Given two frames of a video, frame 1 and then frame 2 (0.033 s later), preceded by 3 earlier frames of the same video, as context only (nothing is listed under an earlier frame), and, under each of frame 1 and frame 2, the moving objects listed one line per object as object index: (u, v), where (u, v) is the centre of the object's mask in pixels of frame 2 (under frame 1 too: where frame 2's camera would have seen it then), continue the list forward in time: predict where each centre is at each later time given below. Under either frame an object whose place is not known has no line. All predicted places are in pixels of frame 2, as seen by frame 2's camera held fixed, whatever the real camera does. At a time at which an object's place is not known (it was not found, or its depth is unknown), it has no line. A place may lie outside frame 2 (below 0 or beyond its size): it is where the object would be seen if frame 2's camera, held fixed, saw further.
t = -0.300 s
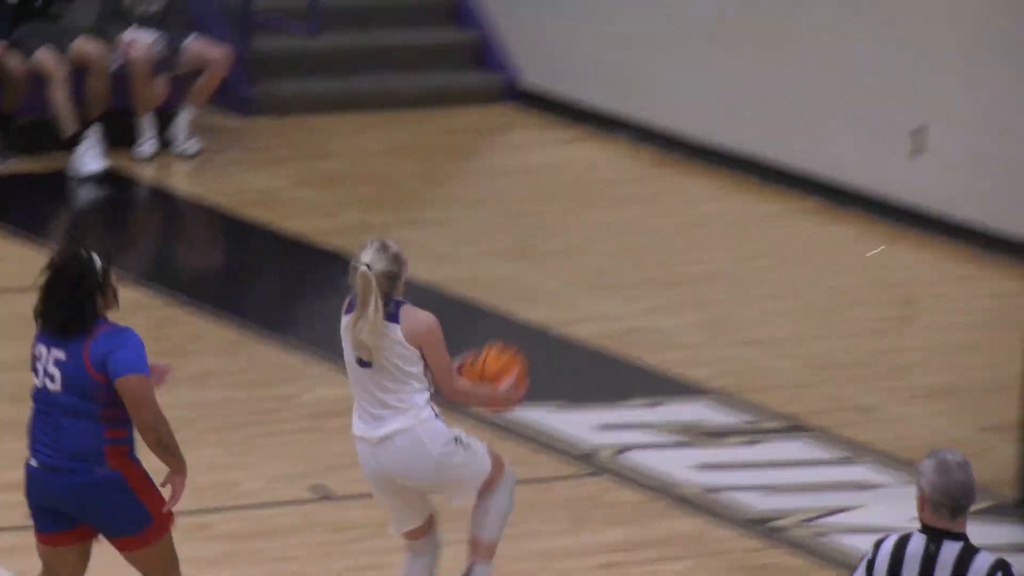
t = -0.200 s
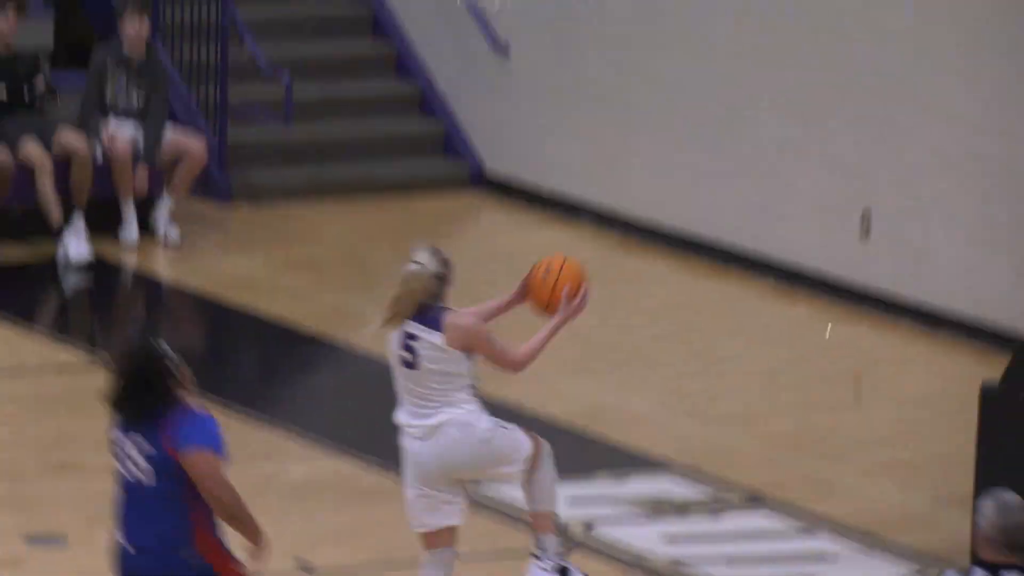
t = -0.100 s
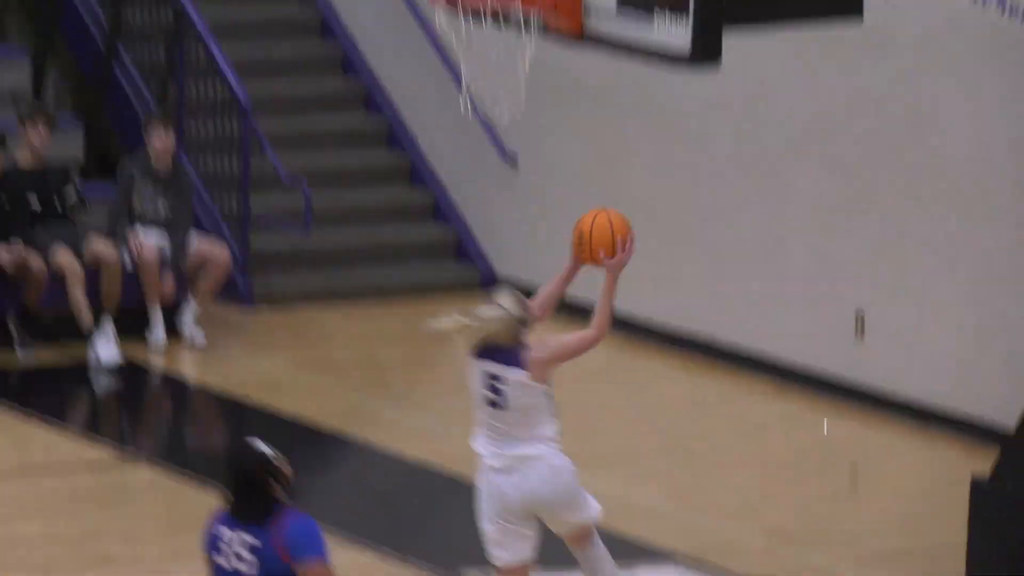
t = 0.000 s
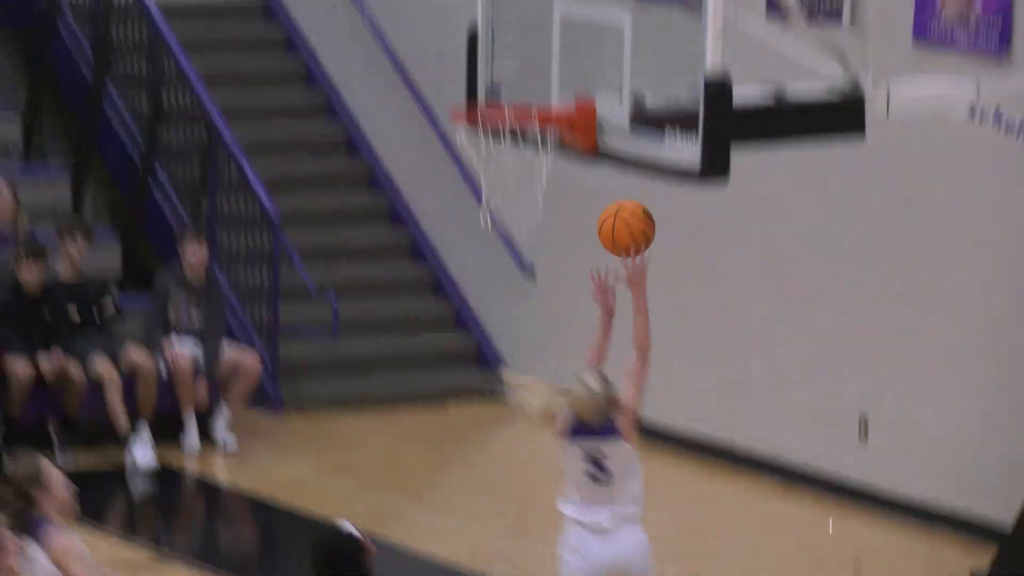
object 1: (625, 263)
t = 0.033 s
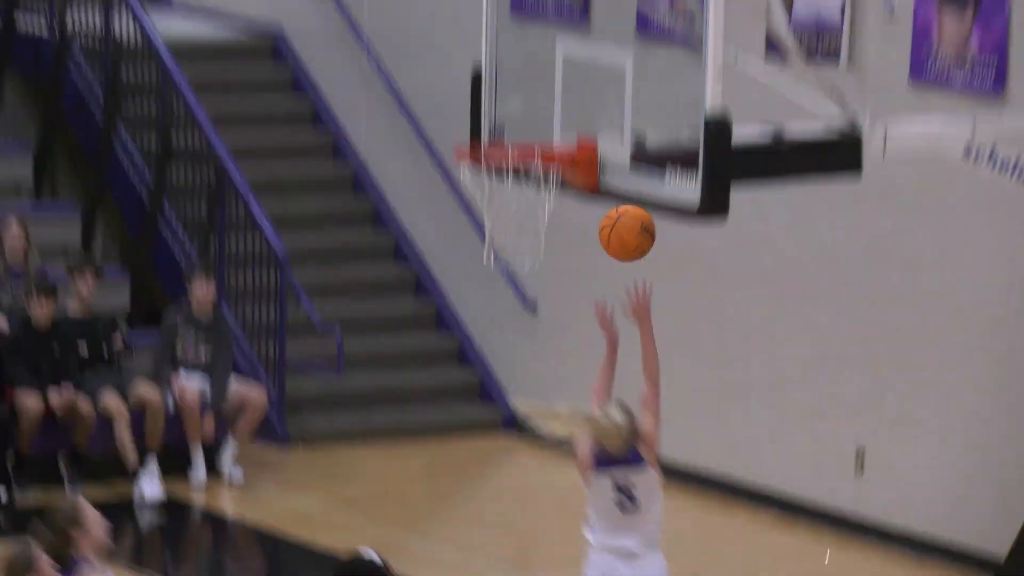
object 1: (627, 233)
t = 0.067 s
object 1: (629, 206)
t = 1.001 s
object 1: (478, 242)
